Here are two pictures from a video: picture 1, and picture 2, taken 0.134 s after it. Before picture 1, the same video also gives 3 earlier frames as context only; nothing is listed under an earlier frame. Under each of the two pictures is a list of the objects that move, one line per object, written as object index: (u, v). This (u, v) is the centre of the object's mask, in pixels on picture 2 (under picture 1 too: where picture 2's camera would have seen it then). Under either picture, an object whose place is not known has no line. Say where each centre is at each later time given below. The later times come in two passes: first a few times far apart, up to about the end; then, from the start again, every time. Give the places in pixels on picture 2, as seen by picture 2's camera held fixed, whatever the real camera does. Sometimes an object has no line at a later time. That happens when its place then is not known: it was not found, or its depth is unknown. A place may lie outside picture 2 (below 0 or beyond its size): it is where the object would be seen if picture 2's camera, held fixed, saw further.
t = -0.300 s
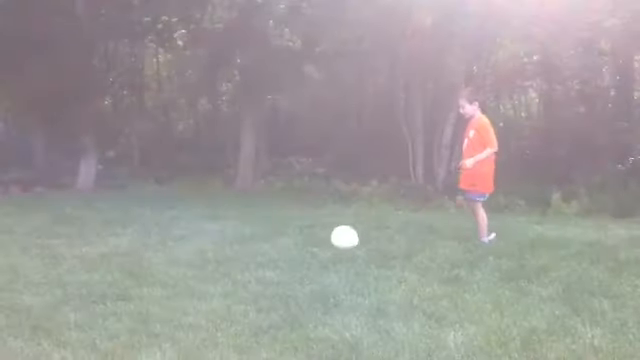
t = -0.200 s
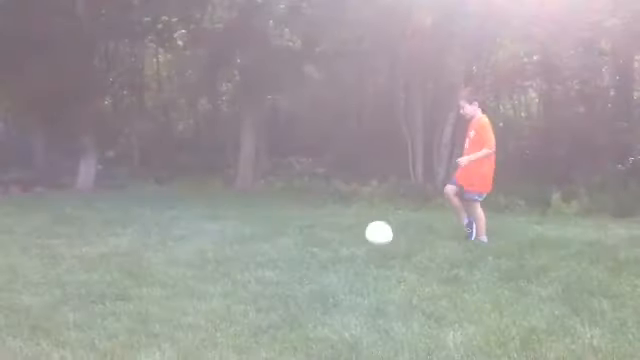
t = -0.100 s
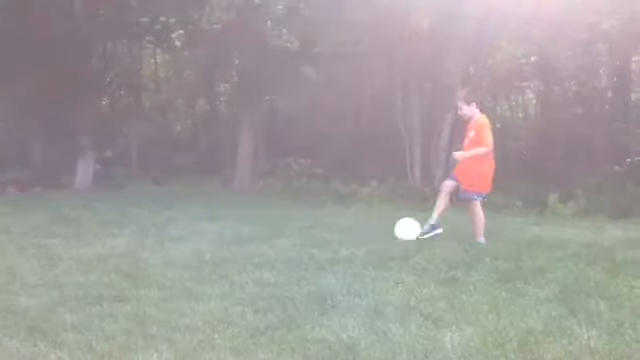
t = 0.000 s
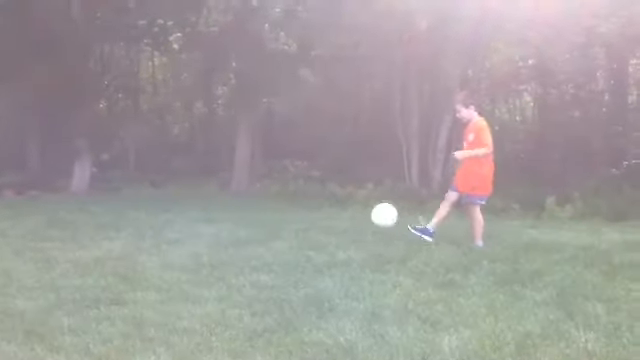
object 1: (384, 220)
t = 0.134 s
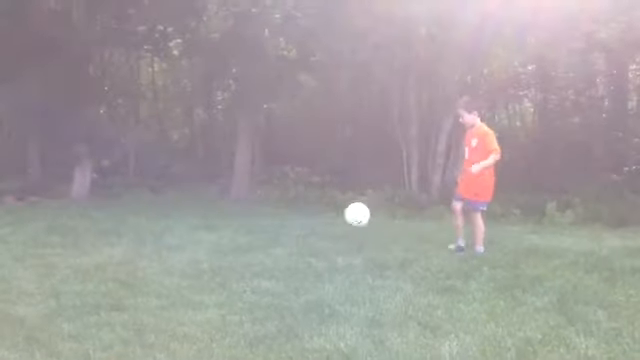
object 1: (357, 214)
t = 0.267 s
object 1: (329, 227)
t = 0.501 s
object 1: (315, 230)
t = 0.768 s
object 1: (307, 231)
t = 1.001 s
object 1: (297, 229)
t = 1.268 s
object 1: (290, 228)
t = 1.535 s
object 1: (286, 228)
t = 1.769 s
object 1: (286, 229)
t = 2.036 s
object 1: (287, 229)
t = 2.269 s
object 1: (287, 229)
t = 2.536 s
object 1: (286, 229)
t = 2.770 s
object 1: (286, 229)
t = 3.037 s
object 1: (286, 229)
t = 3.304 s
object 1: (286, 229)
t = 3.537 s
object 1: (286, 229)
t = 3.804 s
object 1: (286, 229)
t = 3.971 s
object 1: (286, 229)
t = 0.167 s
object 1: (350, 216)
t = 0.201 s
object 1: (342, 218)
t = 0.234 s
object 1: (336, 222)
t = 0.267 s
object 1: (329, 227)
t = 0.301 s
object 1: (324, 233)
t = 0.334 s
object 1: (318, 238)
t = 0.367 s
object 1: (318, 236)
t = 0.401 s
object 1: (317, 233)
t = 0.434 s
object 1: (317, 231)
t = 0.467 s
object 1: (316, 230)
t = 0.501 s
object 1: (315, 230)
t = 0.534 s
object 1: (315, 230)
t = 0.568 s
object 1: (314, 232)
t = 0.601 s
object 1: (313, 234)
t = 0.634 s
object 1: (313, 234)
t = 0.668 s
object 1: (312, 233)
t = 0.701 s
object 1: (310, 232)
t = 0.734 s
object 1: (309, 231)
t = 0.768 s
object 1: (307, 231)
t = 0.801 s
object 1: (305, 231)
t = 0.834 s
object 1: (303, 231)
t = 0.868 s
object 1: (302, 231)
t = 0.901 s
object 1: (301, 231)
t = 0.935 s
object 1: (299, 230)
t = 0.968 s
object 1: (298, 230)
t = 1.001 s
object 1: (297, 229)
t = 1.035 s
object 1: (296, 229)
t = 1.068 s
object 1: (294, 228)
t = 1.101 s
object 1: (294, 228)
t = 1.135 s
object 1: (293, 228)
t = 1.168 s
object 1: (292, 228)
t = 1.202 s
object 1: (291, 228)
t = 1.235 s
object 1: (291, 228)
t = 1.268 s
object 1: (290, 228)
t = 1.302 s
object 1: (289, 228)
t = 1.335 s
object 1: (288, 228)
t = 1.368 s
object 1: (288, 228)
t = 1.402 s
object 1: (287, 228)
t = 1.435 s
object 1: (286, 228)
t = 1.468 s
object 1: (286, 228)
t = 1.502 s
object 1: (285, 228)
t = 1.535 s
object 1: (286, 228)
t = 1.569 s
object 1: (285, 228)
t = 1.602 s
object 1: (285, 228)
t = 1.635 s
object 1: (285, 228)
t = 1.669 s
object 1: (285, 229)
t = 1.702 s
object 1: (285, 229)
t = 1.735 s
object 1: (285, 228)
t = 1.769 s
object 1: (286, 229)
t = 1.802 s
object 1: (286, 229)
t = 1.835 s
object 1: (286, 229)
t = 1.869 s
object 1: (286, 229)
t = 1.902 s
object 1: (286, 229)
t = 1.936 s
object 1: (286, 229)
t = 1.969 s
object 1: (286, 229)
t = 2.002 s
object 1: (286, 229)
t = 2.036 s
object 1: (287, 229)
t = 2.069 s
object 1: (287, 229)
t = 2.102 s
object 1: (286, 229)
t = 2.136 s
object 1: (286, 229)
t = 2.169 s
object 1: (286, 229)
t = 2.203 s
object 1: (286, 229)
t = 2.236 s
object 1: (287, 228)
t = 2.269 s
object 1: (287, 229)
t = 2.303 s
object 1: (287, 229)
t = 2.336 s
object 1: (287, 229)
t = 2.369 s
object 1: (287, 228)
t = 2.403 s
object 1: (287, 228)
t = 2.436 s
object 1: (287, 228)
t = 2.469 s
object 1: (287, 228)
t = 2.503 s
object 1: (286, 229)
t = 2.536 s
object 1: (286, 229)
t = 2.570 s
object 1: (286, 229)
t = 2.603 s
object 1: (286, 229)
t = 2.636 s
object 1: (286, 229)
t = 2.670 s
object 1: (286, 229)
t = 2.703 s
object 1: (286, 229)
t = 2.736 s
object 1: (286, 228)
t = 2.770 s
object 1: (286, 229)
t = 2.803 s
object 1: (286, 229)
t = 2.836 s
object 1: (286, 229)
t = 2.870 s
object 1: (286, 229)
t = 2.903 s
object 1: (286, 229)
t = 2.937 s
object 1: (286, 229)
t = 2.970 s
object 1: (286, 229)
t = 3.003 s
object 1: (286, 229)
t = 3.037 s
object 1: (286, 229)
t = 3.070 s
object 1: (286, 229)
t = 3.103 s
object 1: (286, 229)
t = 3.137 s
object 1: (286, 228)
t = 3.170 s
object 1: (286, 228)
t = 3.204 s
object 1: (286, 229)
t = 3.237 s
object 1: (286, 229)
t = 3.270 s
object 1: (286, 229)
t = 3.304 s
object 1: (286, 229)
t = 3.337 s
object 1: (286, 229)
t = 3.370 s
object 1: (286, 229)
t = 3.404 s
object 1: (286, 229)
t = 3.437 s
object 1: (286, 229)
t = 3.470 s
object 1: (286, 229)
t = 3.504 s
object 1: (286, 229)
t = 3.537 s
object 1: (286, 229)
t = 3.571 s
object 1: (286, 229)
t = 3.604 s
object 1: (287, 228)
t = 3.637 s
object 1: (286, 229)
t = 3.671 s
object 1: (286, 228)
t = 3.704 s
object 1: (286, 228)
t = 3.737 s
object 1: (286, 229)
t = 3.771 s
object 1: (286, 228)
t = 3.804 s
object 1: (286, 229)
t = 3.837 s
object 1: (286, 229)
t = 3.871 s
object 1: (286, 229)
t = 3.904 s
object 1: (286, 229)
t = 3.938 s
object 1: (286, 229)
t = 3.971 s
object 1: (286, 229)
